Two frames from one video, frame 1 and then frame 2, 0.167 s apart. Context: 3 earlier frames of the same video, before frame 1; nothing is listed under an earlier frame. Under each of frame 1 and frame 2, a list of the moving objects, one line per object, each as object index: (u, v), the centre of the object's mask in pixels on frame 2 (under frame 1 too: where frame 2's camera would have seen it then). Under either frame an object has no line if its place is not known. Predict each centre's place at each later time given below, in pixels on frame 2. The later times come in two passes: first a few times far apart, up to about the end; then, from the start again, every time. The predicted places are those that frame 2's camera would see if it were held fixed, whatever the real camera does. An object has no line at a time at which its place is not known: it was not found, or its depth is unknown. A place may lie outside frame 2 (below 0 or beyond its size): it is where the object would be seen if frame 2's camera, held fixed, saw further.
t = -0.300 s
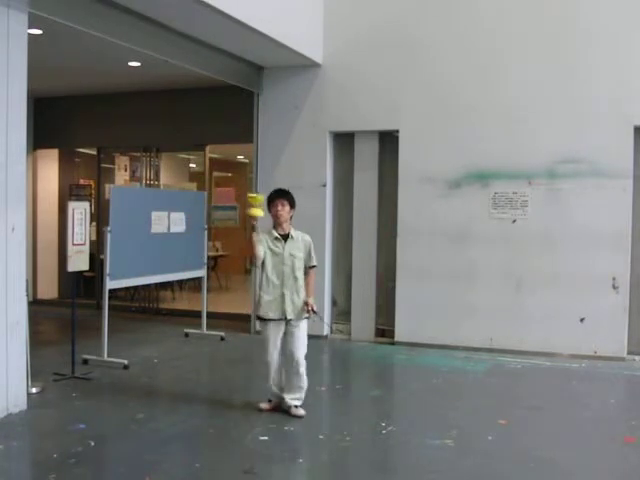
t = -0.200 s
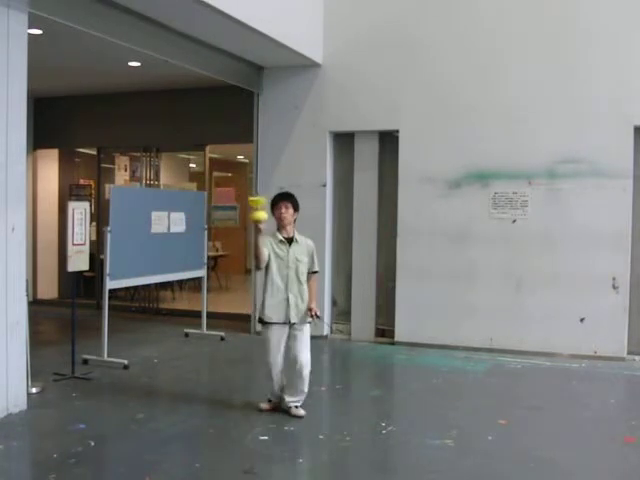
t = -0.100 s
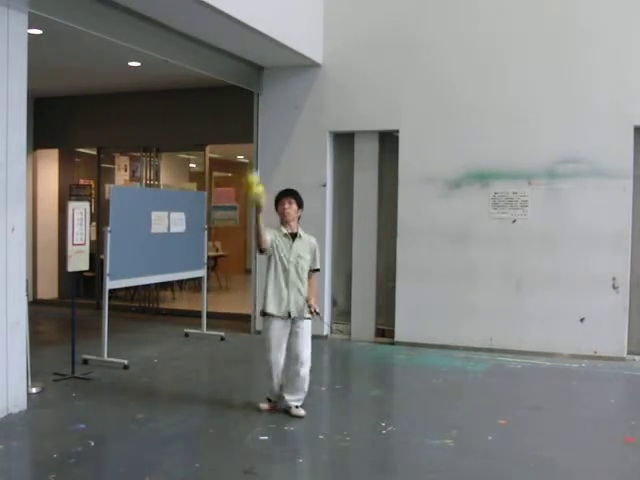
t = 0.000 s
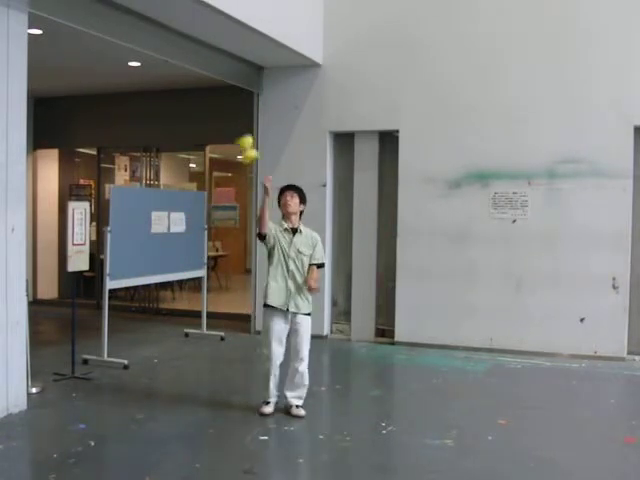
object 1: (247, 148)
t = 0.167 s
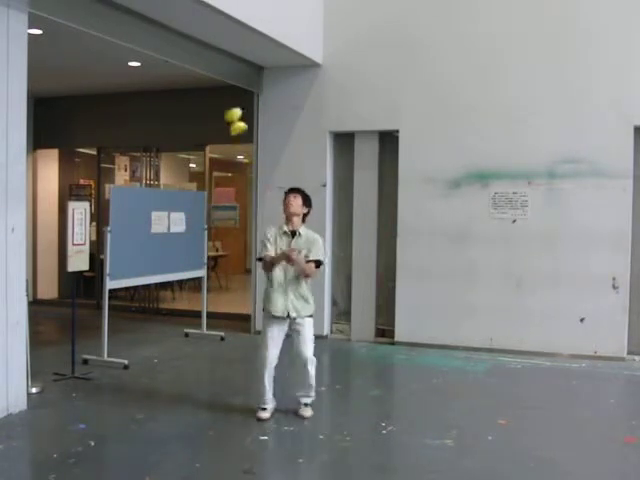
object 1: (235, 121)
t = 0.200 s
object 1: (233, 120)
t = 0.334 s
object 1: (224, 131)
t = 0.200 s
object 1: (233, 120)
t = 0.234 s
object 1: (231, 121)
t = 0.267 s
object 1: (228, 123)
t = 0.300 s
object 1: (226, 126)
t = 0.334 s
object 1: (224, 131)
